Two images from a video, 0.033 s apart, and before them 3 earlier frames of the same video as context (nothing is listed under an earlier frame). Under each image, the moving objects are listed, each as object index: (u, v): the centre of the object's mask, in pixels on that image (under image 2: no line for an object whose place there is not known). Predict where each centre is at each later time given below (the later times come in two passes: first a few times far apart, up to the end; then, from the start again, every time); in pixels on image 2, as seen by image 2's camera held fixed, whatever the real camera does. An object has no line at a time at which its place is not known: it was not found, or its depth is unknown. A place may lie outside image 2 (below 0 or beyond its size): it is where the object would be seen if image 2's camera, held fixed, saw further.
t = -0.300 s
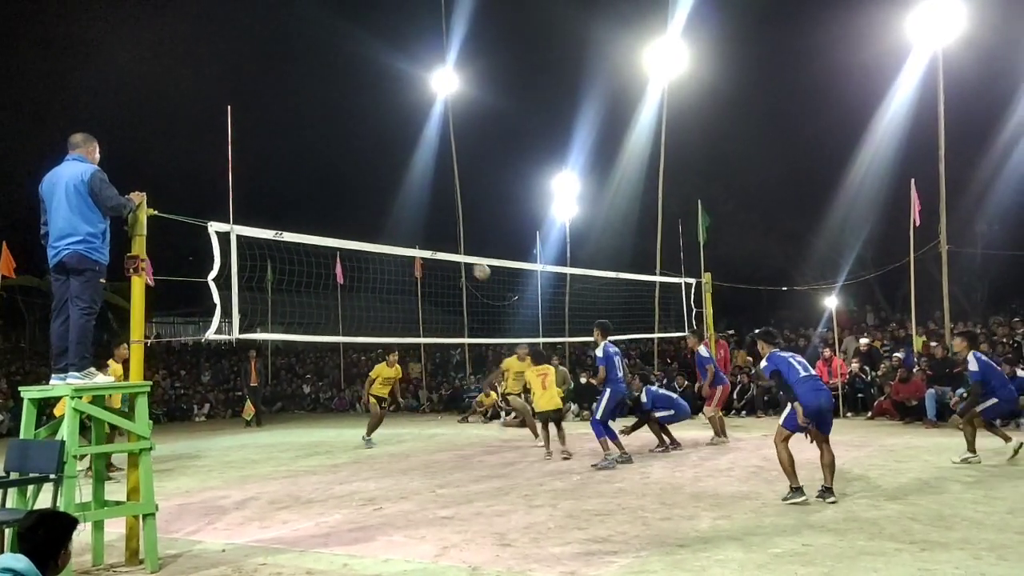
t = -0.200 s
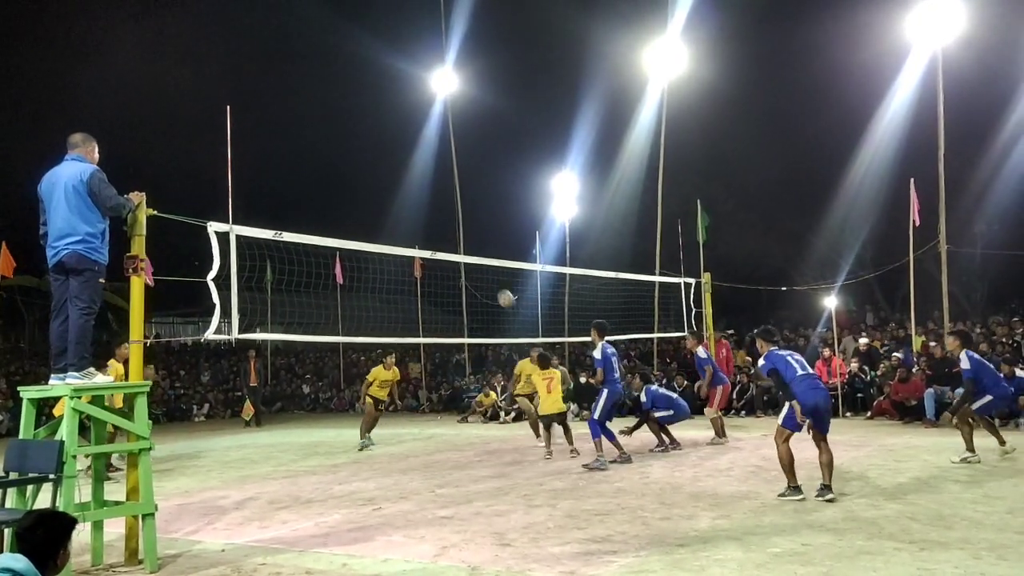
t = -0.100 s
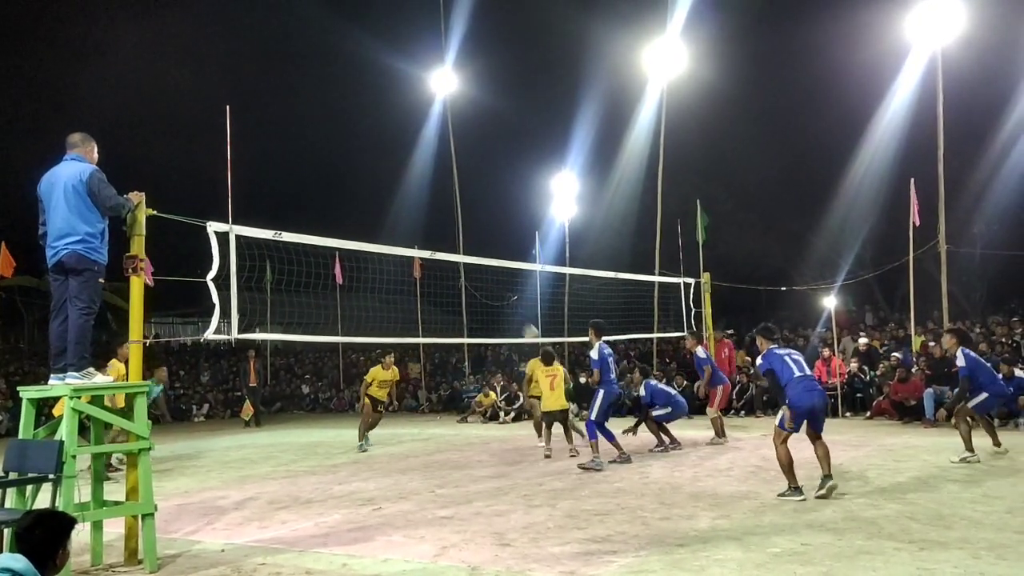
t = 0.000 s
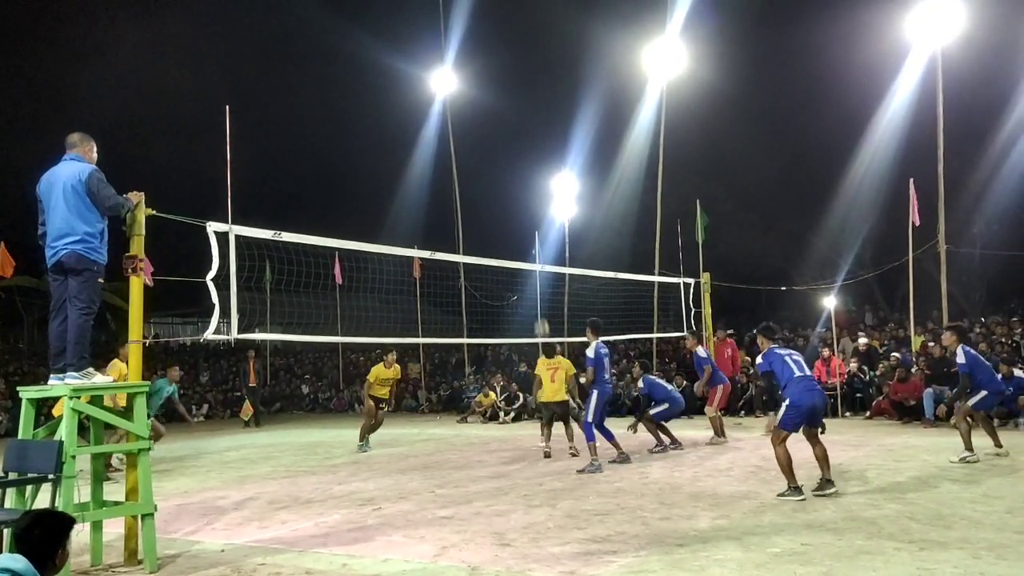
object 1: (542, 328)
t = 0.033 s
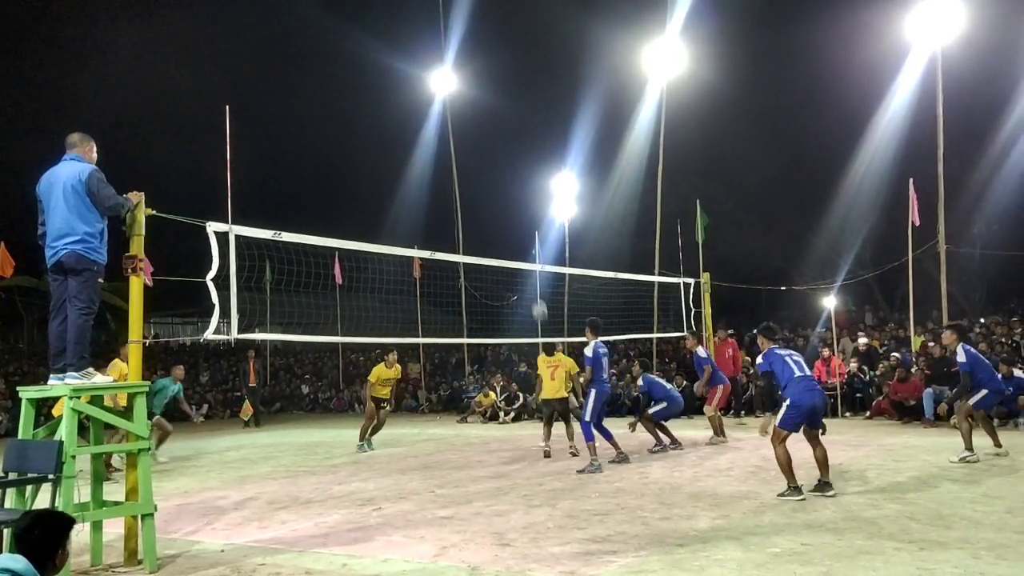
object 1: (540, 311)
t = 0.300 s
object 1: (524, 190)
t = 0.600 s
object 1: (510, 114)
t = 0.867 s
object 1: (501, 98)
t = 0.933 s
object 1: (498, 102)
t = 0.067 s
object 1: (538, 291)
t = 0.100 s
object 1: (533, 276)
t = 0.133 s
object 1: (532, 257)
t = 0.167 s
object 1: (531, 245)
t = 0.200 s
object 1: (530, 229)
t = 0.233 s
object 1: (529, 216)
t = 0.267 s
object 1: (526, 203)
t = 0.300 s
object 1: (524, 190)
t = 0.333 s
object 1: (523, 179)
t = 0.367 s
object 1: (521, 168)
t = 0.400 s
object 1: (520, 158)
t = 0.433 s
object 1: (518, 149)
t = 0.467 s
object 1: (517, 141)
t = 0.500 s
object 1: (515, 132)
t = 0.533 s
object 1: (513, 125)
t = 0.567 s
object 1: (512, 119)
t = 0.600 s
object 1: (510, 114)
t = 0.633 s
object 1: (509, 109)
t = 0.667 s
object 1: (508, 105)
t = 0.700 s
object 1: (507, 102)
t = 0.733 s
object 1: (506, 100)
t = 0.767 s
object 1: (504, 98)
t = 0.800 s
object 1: (503, 98)
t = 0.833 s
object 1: (502, 98)
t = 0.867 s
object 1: (501, 98)
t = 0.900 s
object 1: (500, 100)
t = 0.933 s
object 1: (498, 102)
